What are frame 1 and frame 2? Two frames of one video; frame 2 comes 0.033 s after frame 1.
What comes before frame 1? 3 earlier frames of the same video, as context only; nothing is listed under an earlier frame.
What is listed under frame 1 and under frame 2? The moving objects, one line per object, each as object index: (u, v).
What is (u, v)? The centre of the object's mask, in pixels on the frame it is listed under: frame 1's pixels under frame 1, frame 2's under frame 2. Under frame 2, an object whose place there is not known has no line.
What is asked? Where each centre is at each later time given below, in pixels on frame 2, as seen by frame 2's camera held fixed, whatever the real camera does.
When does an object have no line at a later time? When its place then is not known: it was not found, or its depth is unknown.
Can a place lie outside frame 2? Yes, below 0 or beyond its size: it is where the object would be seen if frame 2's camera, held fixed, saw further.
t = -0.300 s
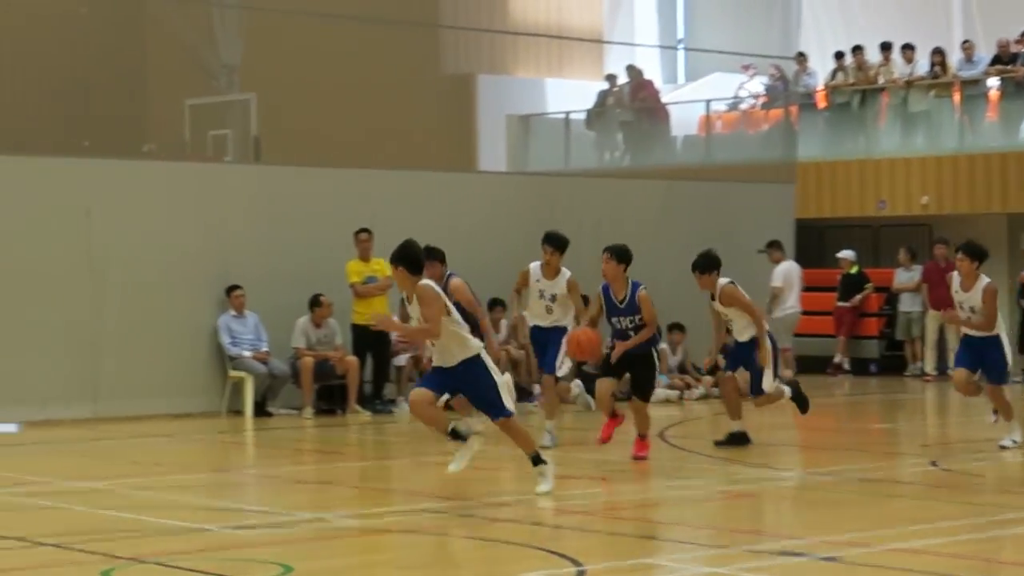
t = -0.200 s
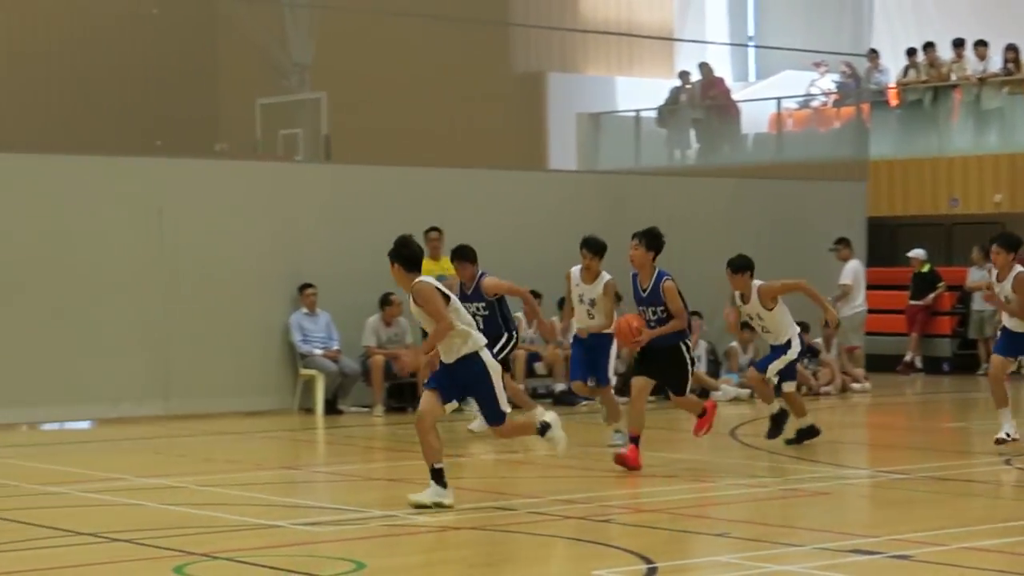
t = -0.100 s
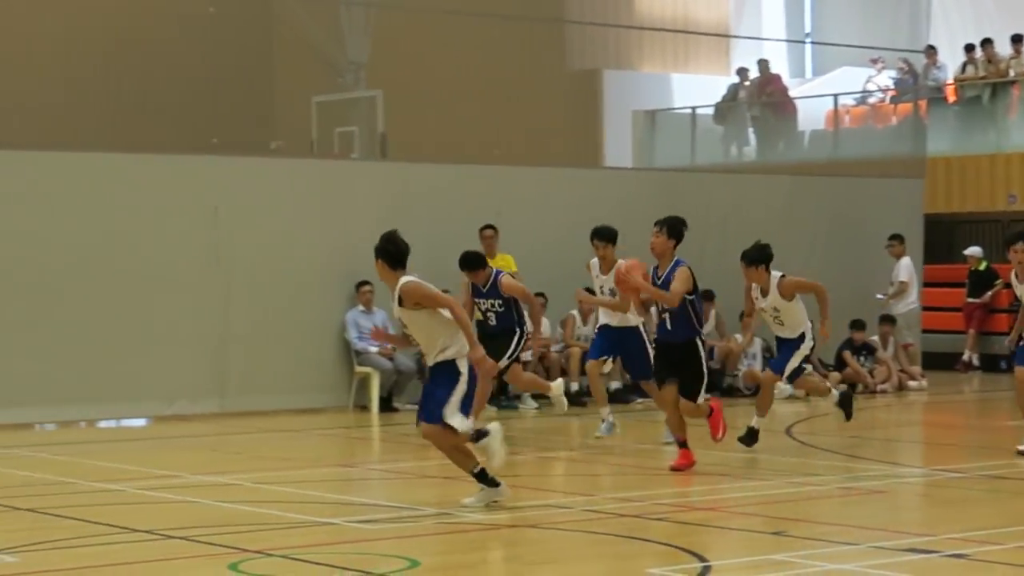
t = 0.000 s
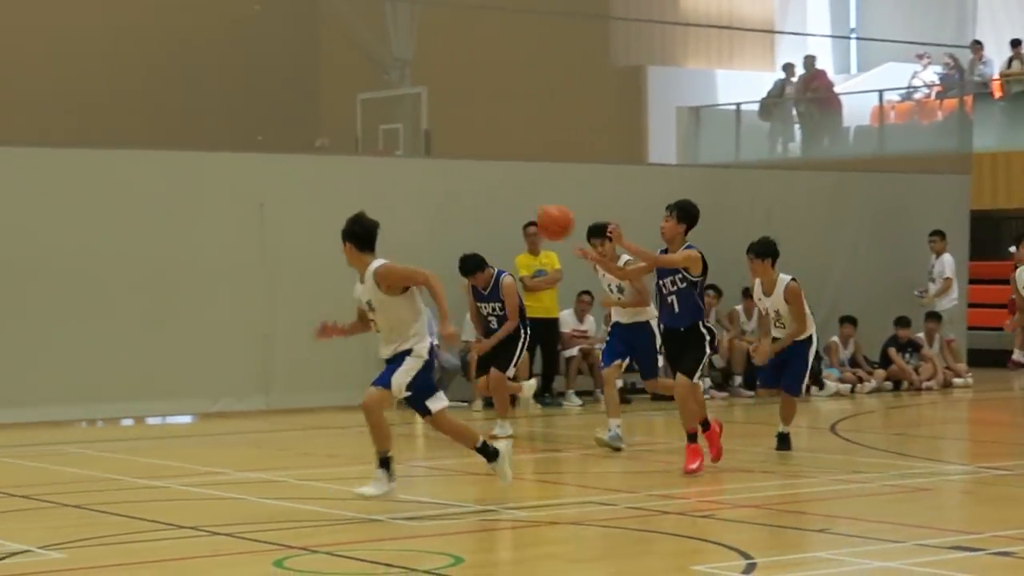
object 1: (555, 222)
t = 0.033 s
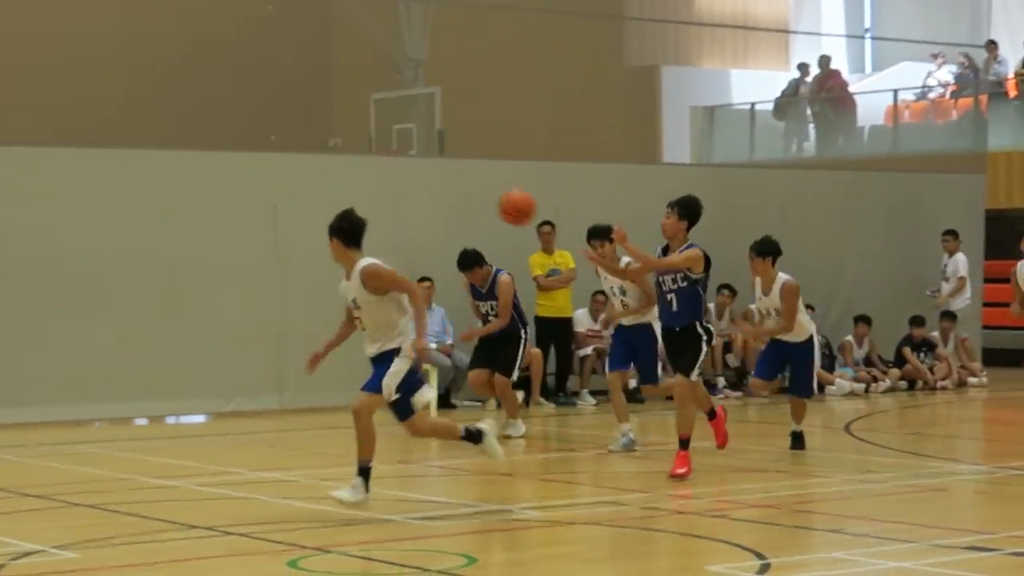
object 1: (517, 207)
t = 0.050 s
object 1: (489, 201)
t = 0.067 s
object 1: (463, 195)
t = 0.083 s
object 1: (438, 188)
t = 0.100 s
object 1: (410, 182)
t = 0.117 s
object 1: (380, 178)
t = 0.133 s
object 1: (352, 173)
